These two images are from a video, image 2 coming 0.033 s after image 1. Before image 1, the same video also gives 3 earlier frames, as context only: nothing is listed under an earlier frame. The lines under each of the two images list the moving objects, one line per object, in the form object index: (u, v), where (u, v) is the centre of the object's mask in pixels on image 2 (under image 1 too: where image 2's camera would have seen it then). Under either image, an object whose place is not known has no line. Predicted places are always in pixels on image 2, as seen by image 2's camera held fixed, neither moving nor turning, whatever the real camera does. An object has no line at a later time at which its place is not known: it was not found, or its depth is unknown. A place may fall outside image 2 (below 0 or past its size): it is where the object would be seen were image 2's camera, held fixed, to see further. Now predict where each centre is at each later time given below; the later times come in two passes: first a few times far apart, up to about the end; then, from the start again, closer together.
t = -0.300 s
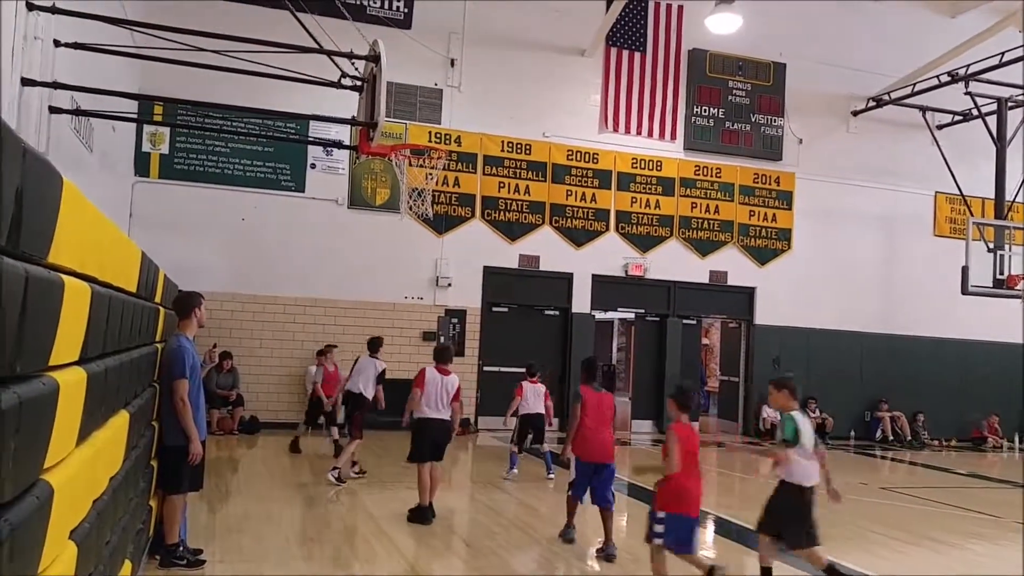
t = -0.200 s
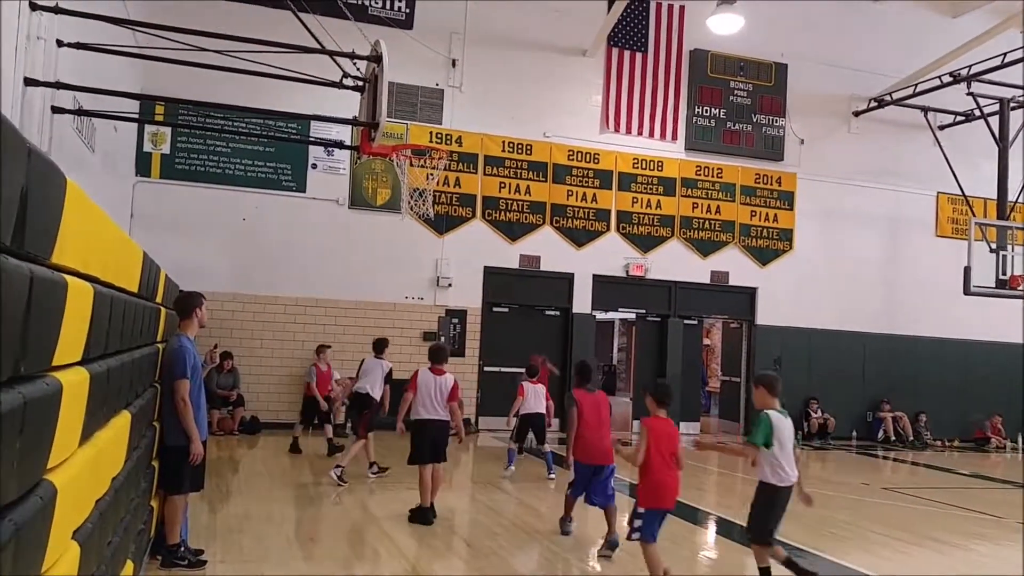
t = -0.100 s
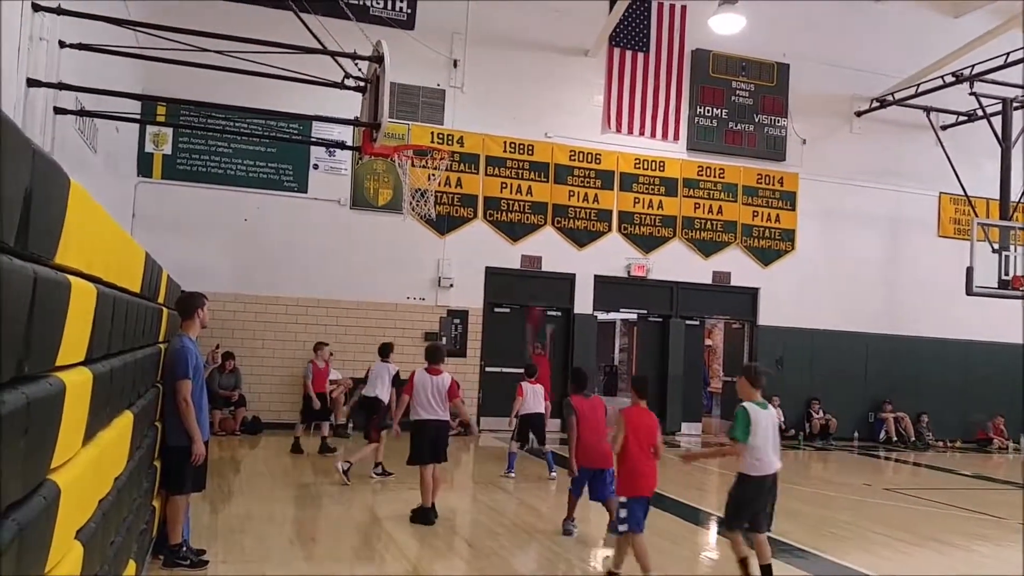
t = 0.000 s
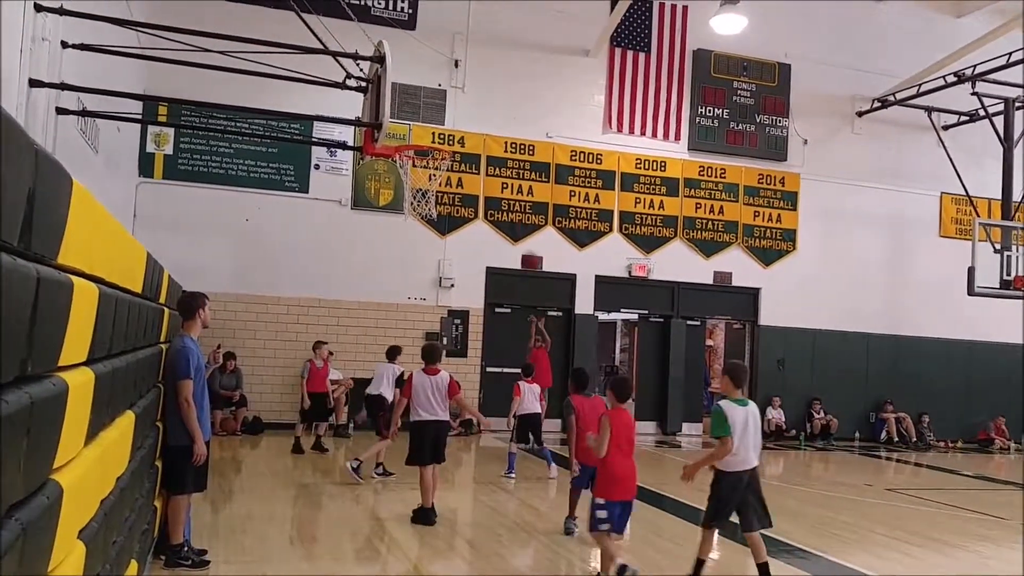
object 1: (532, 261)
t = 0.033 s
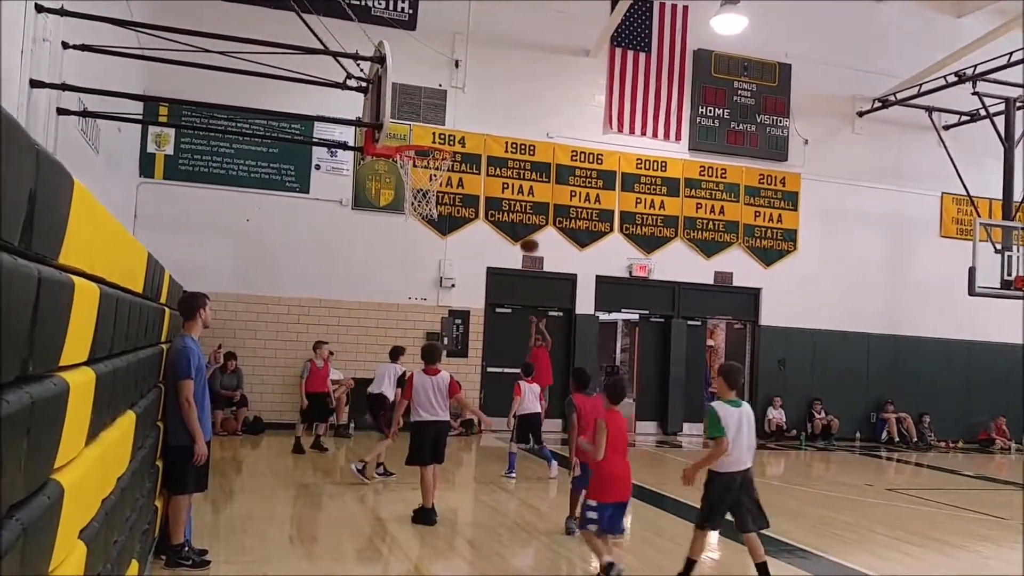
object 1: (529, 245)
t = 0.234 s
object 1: (519, 160)
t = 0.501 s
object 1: (499, 80)
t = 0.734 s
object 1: (476, 54)
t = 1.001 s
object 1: (441, 91)
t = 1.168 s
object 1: (420, 162)
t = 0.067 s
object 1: (530, 230)
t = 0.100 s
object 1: (526, 216)
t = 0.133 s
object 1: (525, 199)
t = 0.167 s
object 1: (523, 187)
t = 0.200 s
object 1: (521, 171)
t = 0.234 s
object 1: (519, 160)
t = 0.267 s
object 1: (516, 146)
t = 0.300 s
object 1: (515, 134)
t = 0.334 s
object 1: (512, 123)
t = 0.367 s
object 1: (510, 113)
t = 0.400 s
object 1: (507, 104)
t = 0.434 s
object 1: (504, 95)
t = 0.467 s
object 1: (502, 87)
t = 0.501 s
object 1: (499, 80)
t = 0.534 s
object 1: (496, 73)
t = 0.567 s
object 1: (493, 68)
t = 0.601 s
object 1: (490, 63)
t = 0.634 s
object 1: (487, 59)
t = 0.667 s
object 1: (484, 56)
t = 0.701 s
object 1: (479, 55)
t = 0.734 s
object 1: (476, 54)
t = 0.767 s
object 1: (472, 54)
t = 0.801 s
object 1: (468, 56)
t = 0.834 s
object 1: (464, 58)
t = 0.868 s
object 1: (460, 62)
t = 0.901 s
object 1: (456, 67)
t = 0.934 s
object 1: (451, 74)
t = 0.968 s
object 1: (446, 82)
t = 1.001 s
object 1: (441, 91)
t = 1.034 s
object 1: (436, 103)
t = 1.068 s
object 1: (431, 115)
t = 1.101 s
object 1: (425, 129)
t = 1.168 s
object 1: (420, 162)
